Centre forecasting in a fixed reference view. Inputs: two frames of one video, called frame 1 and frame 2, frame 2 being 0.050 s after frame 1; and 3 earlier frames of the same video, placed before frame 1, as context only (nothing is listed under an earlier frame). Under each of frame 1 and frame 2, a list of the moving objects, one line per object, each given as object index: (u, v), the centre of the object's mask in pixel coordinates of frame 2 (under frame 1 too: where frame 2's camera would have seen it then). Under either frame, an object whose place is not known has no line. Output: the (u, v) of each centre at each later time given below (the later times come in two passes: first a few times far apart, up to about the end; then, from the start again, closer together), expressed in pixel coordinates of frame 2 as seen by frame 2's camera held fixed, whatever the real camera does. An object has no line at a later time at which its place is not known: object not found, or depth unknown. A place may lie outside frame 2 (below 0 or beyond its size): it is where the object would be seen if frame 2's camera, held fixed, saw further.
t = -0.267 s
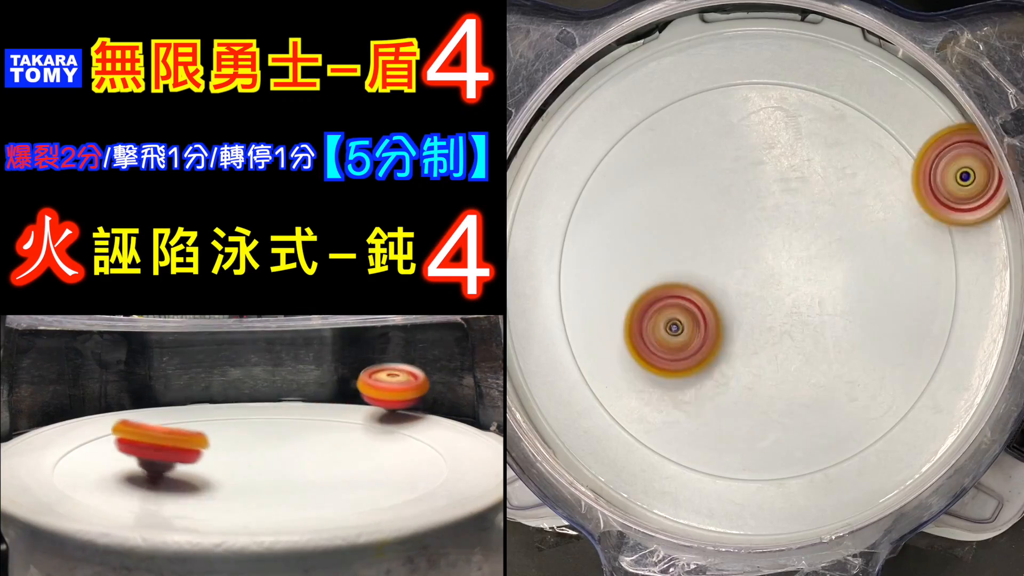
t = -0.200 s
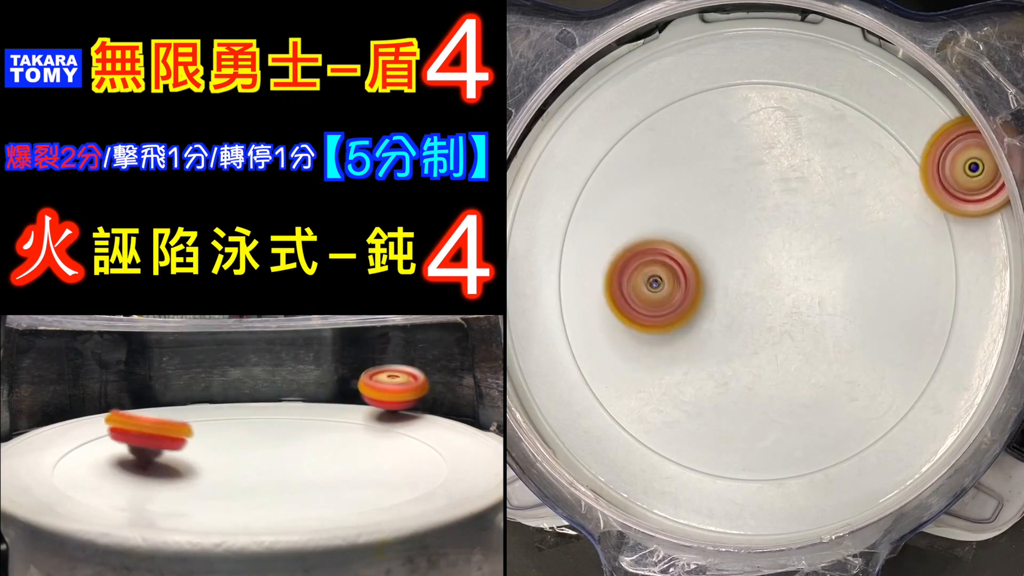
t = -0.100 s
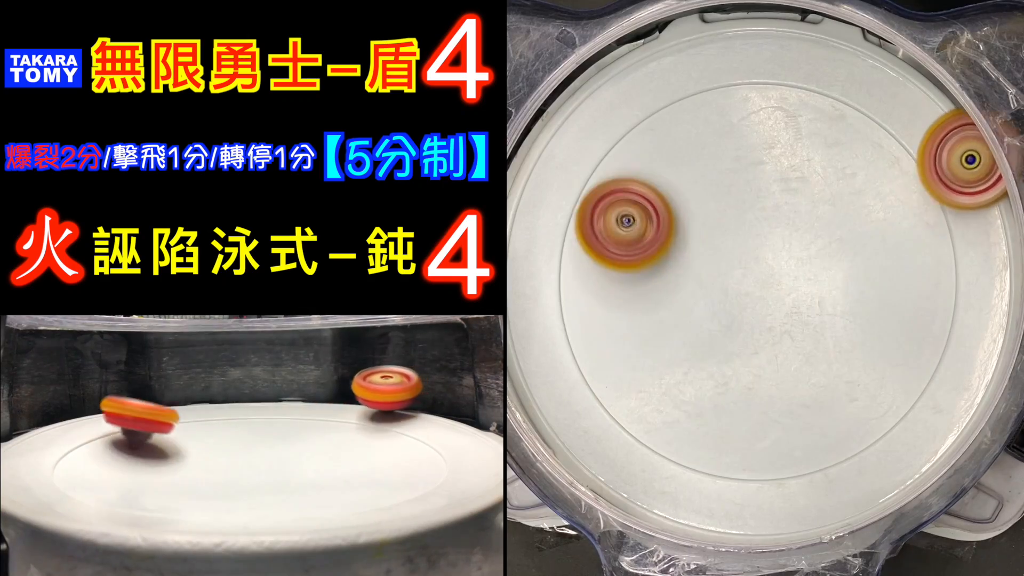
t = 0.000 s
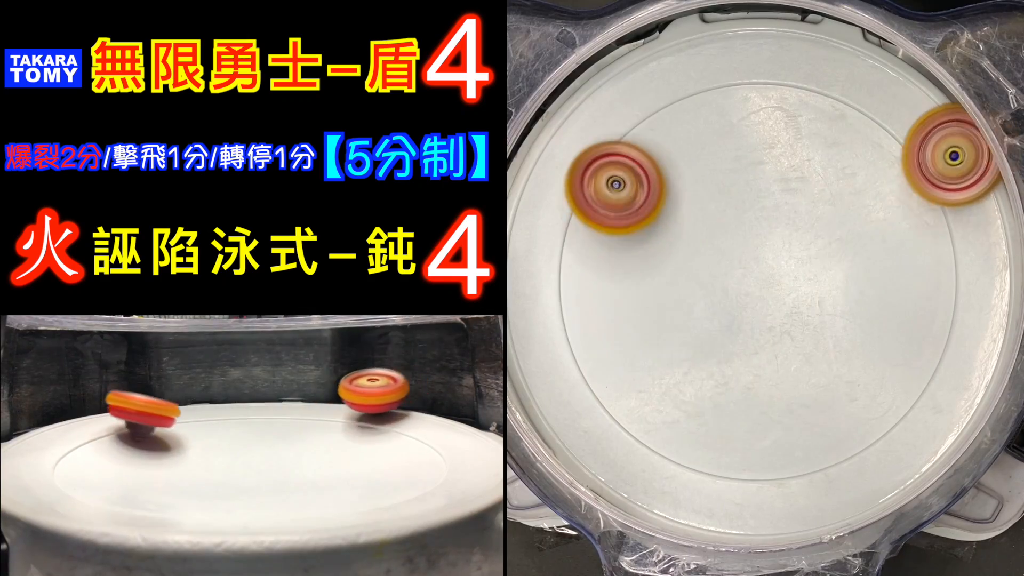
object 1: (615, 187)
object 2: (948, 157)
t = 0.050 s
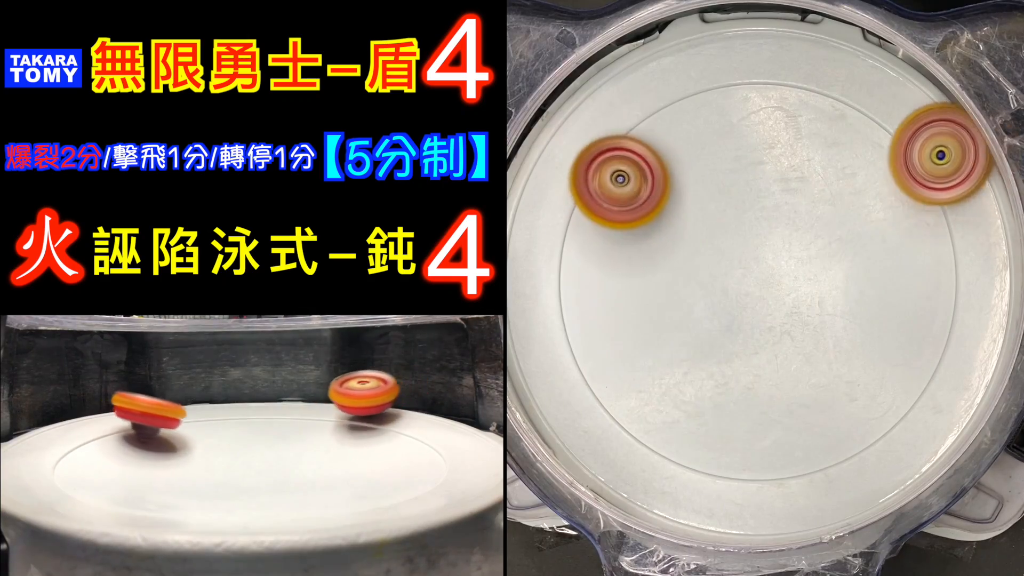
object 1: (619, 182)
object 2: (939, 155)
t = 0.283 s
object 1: (694, 249)
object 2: (822, 173)
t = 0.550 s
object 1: (665, 383)
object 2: (886, 269)
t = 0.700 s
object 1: (713, 325)
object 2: (949, 283)
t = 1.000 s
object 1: (742, 95)
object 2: (827, 248)
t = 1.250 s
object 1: (684, 168)
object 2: (809, 372)
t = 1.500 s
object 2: (880, 401)
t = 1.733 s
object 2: (907, 230)
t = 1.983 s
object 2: (718, 196)
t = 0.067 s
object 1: (622, 182)
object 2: (935, 154)
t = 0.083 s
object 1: (626, 183)
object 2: (930, 154)
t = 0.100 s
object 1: (630, 185)
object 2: (924, 154)
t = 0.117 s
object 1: (634, 188)
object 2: (919, 154)
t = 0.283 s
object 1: (694, 249)
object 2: (822, 173)
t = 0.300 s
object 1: (700, 256)
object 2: (813, 178)
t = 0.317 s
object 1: (707, 263)
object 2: (803, 184)
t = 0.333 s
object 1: (713, 270)
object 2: (795, 192)
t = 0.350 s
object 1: (719, 276)
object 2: (787, 201)
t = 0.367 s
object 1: (718, 286)
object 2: (786, 206)
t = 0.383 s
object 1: (711, 301)
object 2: (793, 209)
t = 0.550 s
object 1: (665, 383)
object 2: (886, 269)
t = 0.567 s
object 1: (667, 383)
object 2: (897, 273)
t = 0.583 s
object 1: (670, 381)
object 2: (907, 277)
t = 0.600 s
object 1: (674, 378)
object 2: (917, 280)
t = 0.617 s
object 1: (680, 373)
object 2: (927, 283)
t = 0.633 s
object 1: (686, 366)
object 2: (936, 284)
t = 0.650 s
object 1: (693, 358)
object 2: (944, 284)
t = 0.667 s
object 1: (700, 348)
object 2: (950, 284)
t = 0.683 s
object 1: (707, 337)
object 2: (950, 284)
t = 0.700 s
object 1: (713, 325)
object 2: (949, 283)
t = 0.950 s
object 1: (748, 119)
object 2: (846, 246)
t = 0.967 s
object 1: (747, 110)
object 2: (839, 245)
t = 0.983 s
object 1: (745, 101)
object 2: (832, 246)
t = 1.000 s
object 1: (742, 95)
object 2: (827, 248)
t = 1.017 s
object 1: (740, 89)
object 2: (821, 251)
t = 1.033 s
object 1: (736, 84)
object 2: (816, 255)
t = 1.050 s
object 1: (733, 80)
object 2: (811, 261)
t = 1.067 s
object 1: (729, 79)
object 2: (807, 267)
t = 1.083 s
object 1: (726, 82)
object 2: (804, 275)
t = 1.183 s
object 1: (702, 125)
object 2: (799, 333)
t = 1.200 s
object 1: (697, 135)
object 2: (800, 343)
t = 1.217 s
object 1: (693, 146)
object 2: (803, 353)
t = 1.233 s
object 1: (688, 156)
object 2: (806, 363)
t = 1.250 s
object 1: (684, 168)
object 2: (809, 372)
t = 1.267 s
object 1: (679, 179)
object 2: (813, 381)
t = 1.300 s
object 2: (821, 396)
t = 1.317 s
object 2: (825, 403)
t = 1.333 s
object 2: (830, 408)
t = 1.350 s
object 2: (835, 412)
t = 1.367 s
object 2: (840, 415)
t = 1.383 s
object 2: (844, 417)
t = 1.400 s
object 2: (850, 418)
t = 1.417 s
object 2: (855, 418)
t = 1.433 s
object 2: (860, 416)
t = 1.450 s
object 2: (865, 414)
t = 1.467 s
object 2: (870, 410)
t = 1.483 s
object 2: (875, 406)
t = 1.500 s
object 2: (880, 401)
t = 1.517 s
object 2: (885, 393)
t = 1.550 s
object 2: (893, 377)
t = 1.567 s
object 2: (898, 368)
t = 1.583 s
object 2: (902, 357)
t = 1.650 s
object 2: (920, 307)
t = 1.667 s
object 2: (922, 292)
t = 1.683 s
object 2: (921, 276)
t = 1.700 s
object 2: (919, 260)
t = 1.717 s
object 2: (915, 245)
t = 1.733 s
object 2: (907, 230)
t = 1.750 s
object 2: (899, 216)
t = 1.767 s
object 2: (898, 207)
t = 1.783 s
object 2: (894, 199)
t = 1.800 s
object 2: (889, 191)
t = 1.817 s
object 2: (880, 184)
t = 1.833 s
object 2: (870, 179)
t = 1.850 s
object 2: (859, 173)
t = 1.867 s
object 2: (844, 170)
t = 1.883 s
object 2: (829, 169)
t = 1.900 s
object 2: (812, 169)
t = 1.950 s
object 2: (756, 180)
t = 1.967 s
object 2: (737, 188)
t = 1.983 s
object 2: (718, 196)
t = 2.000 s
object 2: (700, 208)
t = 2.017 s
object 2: (683, 221)
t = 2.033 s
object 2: (669, 248)
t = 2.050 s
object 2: (656, 276)
